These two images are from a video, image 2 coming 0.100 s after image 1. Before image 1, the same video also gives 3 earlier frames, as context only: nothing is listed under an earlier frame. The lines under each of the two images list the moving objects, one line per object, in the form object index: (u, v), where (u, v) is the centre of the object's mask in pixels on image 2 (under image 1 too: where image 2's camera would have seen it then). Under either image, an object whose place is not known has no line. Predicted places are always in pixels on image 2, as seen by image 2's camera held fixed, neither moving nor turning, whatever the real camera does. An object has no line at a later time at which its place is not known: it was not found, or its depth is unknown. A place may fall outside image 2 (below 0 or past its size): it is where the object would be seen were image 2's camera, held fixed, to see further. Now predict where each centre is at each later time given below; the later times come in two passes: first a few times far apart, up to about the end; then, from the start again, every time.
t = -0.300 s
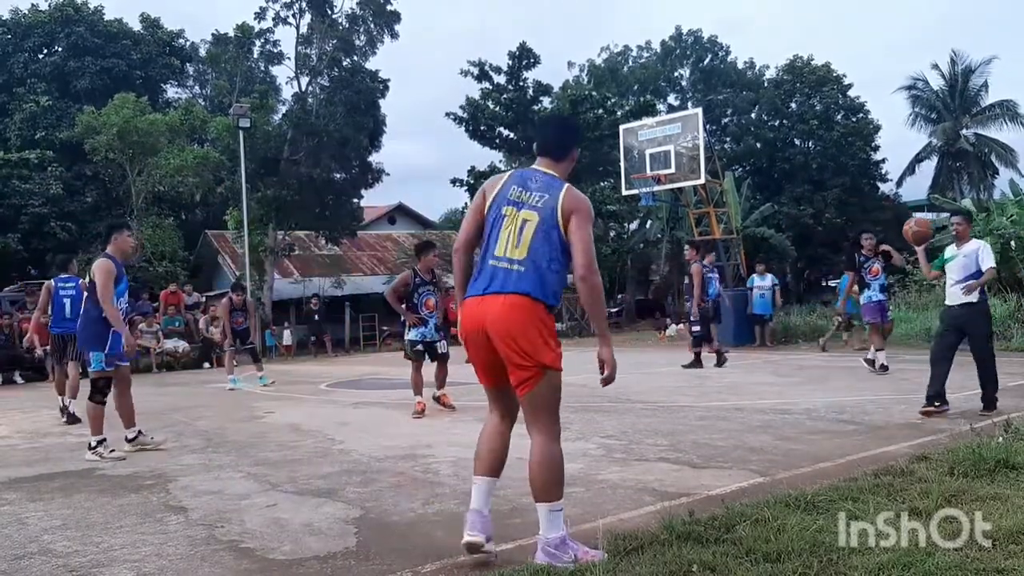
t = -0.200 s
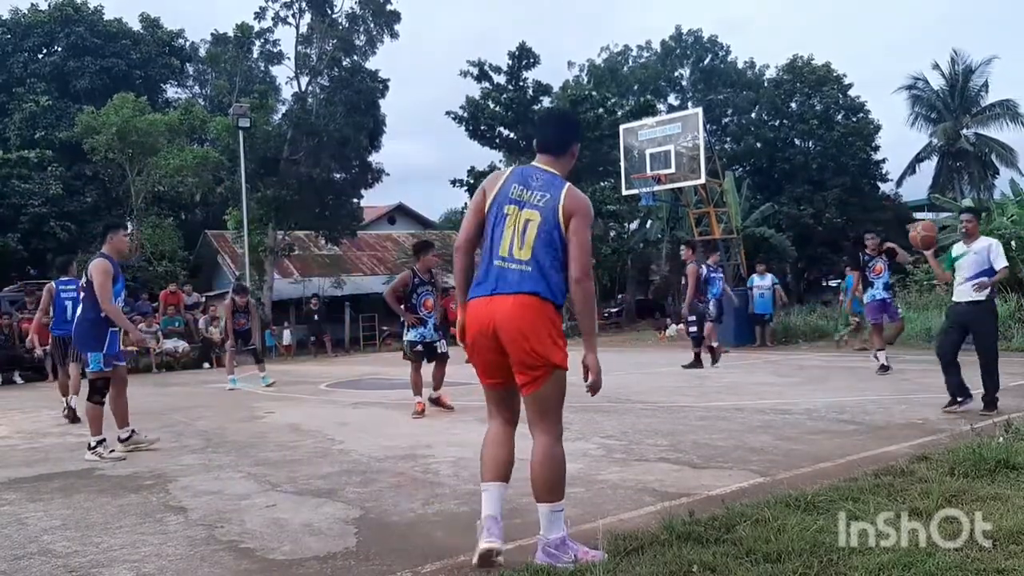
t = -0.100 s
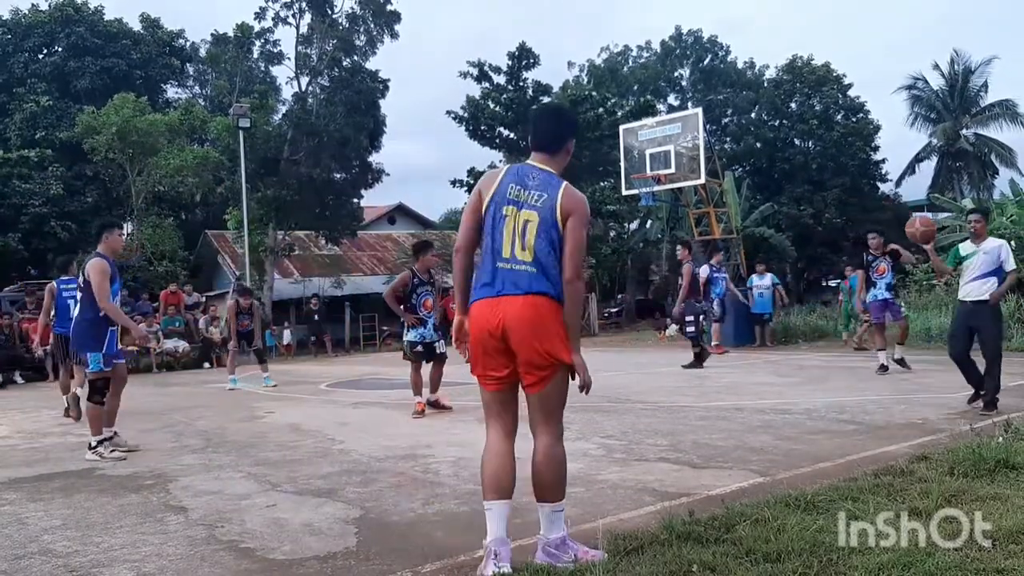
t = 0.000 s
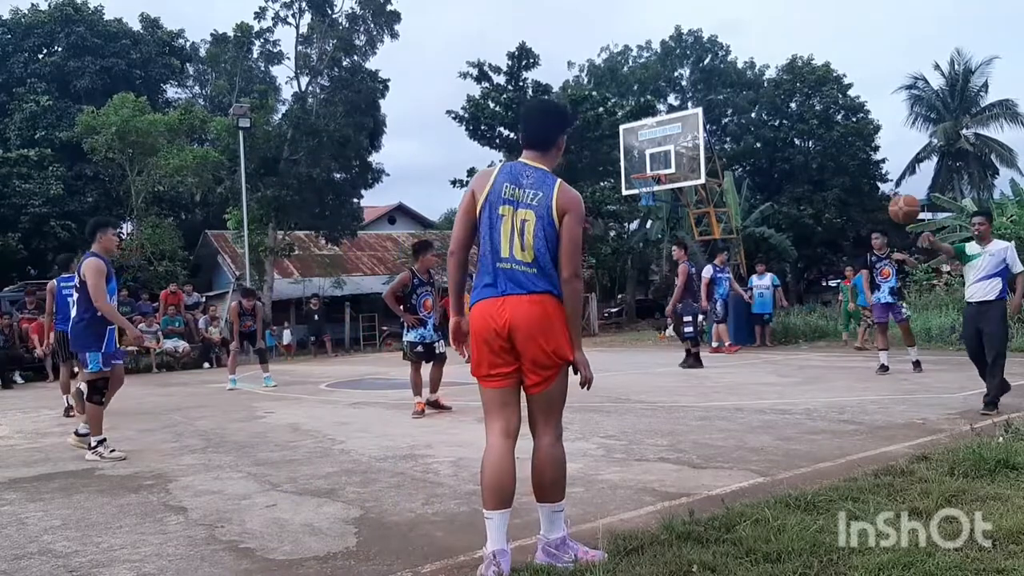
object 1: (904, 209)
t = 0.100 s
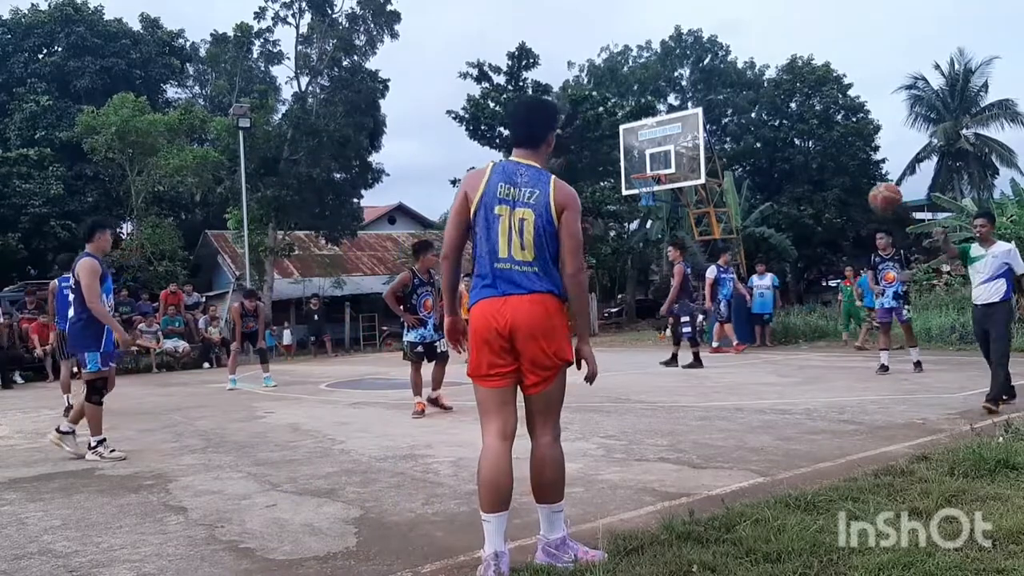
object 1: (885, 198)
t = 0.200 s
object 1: (863, 199)
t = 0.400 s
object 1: (818, 248)
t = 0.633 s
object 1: (754, 408)
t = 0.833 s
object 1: (711, 376)
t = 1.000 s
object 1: (680, 295)
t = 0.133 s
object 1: (879, 197)
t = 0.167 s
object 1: (871, 197)
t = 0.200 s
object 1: (863, 199)
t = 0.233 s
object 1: (857, 202)
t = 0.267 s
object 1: (849, 208)
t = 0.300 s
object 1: (842, 216)
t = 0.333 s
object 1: (834, 224)
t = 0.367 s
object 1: (826, 235)
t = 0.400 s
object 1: (818, 248)
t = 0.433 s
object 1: (809, 263)
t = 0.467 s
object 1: (801, 281)
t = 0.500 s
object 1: (793, 299)
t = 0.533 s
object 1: (782, 321)
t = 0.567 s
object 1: (774, 347)
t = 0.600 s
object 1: (764, 376)
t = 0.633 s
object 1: (754, 408)
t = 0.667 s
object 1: (744, 442)
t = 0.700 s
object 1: (736, 470)
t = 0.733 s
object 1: (728, 443)
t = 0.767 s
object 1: (723, 419)
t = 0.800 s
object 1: (717, 397)
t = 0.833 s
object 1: (711, 376)
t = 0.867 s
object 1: (705, 356)
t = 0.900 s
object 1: (699, 338)
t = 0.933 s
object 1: (693, 322)
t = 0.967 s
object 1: (686, 307)
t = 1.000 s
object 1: (680, 295)
